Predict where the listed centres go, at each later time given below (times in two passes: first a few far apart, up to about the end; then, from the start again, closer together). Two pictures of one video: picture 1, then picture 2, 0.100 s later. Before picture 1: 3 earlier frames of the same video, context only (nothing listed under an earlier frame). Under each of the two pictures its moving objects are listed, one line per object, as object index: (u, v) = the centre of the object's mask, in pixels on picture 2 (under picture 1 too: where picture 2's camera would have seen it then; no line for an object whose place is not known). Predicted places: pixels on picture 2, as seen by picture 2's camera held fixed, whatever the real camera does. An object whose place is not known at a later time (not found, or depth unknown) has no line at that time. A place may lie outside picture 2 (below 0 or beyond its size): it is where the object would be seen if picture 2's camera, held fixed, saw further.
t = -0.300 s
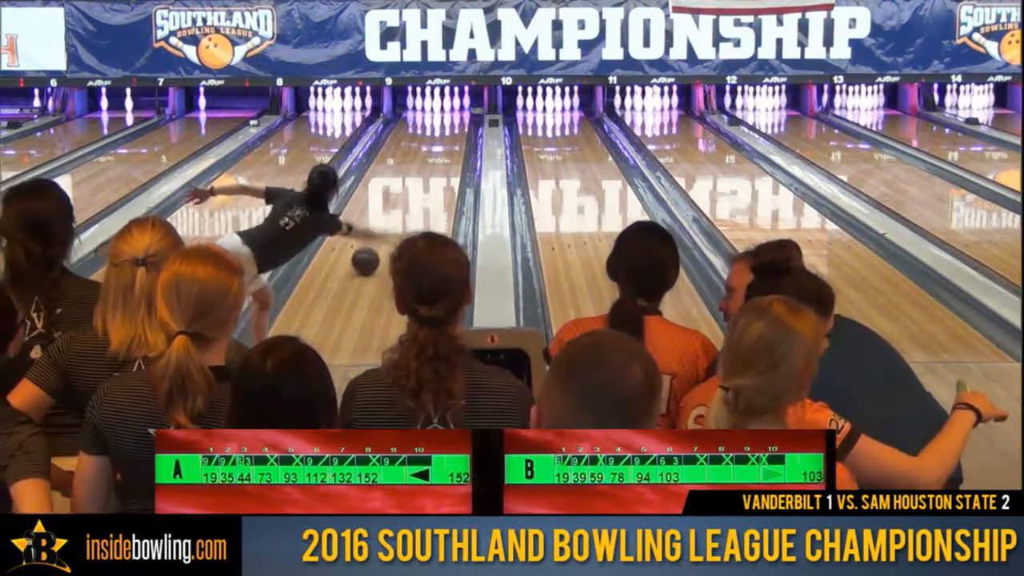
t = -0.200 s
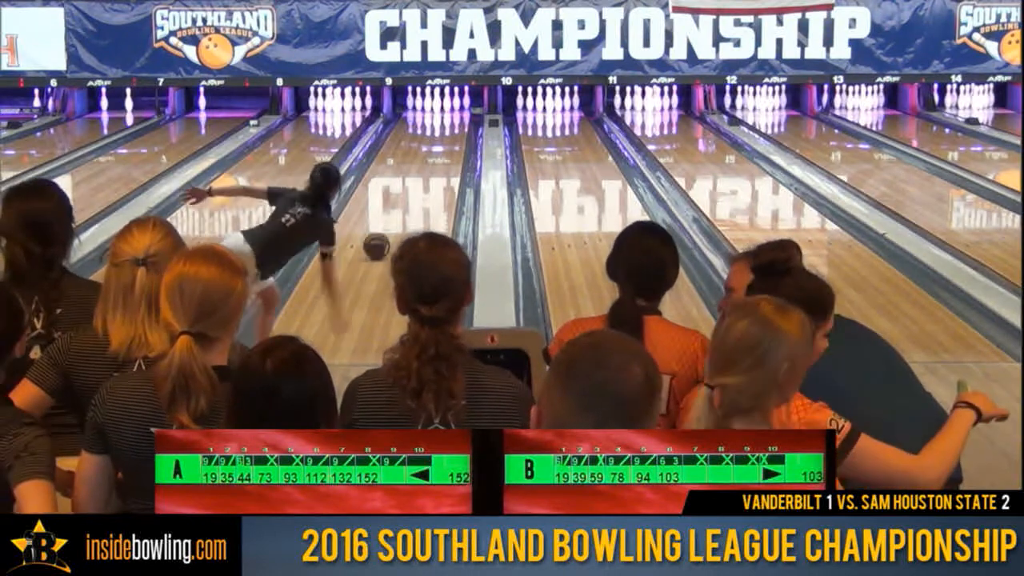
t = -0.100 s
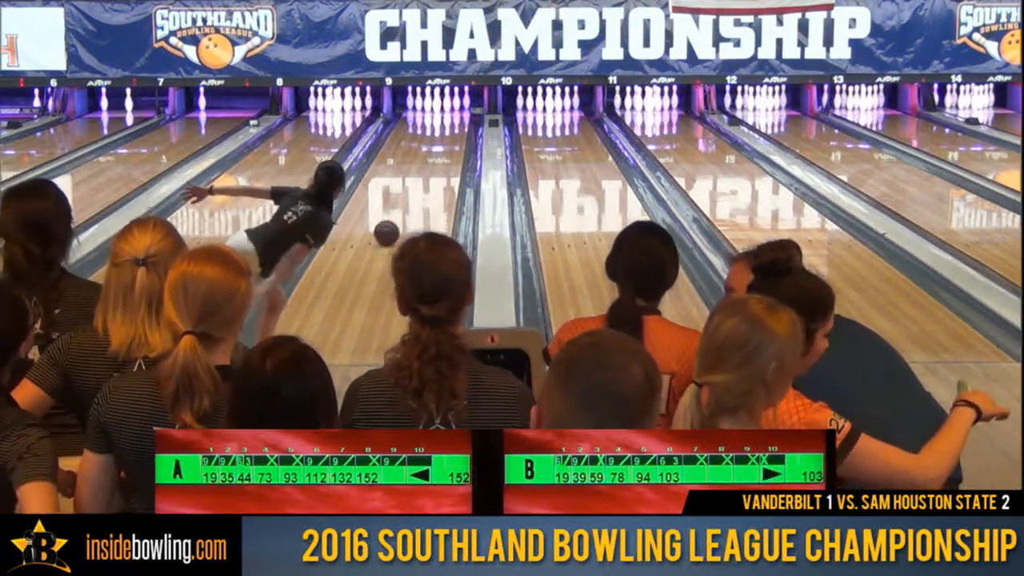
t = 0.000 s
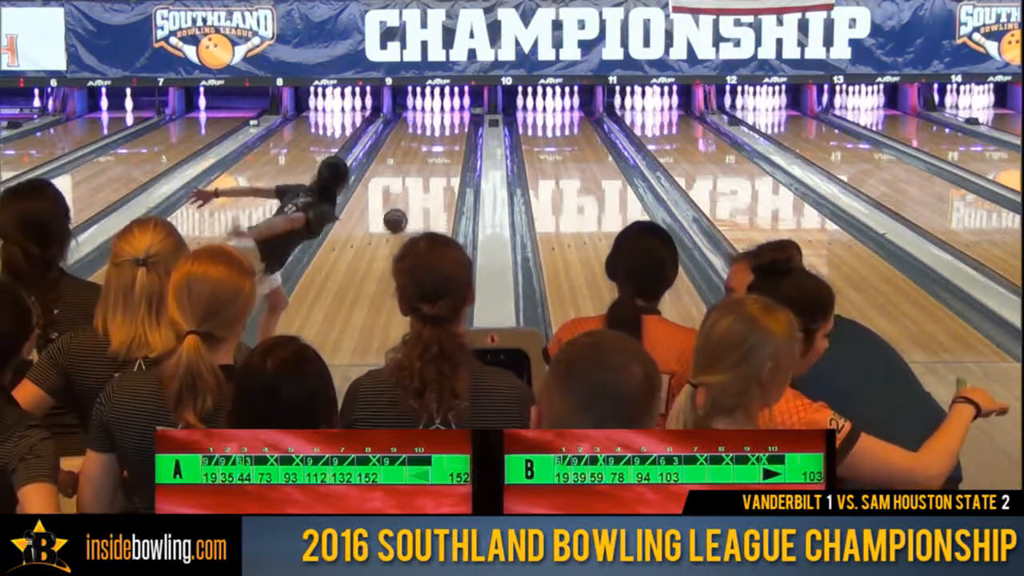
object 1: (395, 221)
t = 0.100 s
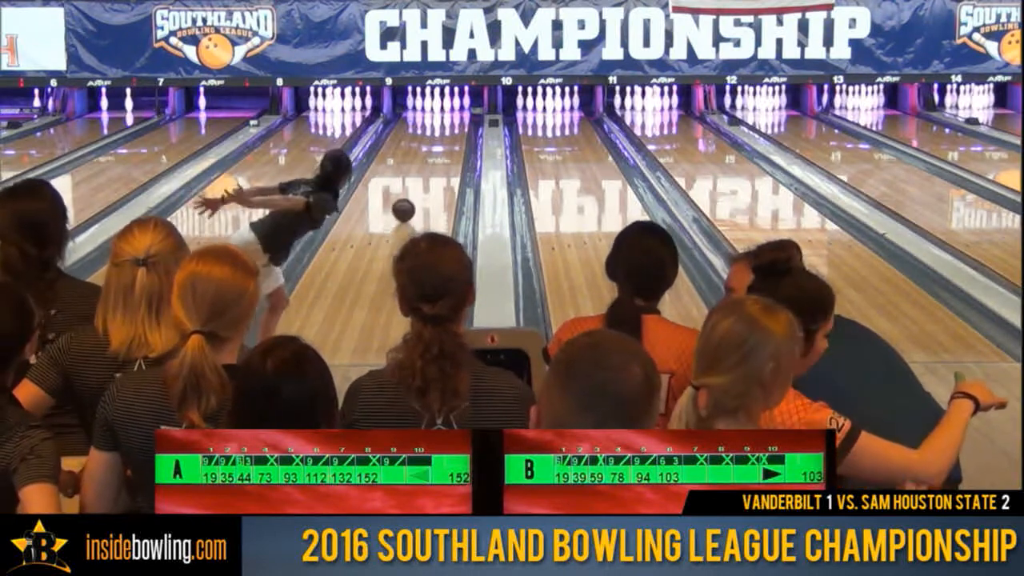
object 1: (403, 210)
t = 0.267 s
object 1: (415, 193)
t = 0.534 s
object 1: (429, 171)
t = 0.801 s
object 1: (440, 153)
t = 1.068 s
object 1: (451, 141)
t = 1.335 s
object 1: (454, 128)
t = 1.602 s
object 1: (448, 118)
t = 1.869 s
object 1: (444, 110)
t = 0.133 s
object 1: (406, 206)
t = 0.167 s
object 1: (408, 203)
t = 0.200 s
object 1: (410, 199)
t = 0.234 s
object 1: (413, 196)
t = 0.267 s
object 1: (415, 193)
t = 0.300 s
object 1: (417, 190)
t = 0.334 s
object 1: (419, 187)
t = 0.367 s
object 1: (421, 184)
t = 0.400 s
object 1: (423, 181)
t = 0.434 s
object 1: (424, 178)
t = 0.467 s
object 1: (426, 176)
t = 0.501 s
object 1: (428, 173)
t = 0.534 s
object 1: (429, 171)
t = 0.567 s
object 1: (431, 168)
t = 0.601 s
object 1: (432, 166)
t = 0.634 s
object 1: (434, 163)
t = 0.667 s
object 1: (435, 161)
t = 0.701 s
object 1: (437, 159)
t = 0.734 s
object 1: (438, 157)
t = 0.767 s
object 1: (439, 155)
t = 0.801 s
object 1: (440, 153)
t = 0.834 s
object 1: (441, 151)
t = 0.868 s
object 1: (442, 149)
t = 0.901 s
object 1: (443, 147)
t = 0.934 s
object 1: (444, 145)
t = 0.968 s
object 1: (442, 142)
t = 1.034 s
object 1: (452, 143)
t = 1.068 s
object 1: (451, 141)
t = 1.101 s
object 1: (451, 140)
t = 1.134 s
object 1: (451, 138)
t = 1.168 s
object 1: (451, 134)
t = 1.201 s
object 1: (452, 133)
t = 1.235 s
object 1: (452, 133)
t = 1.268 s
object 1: (453, 130)
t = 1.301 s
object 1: (453, 129)
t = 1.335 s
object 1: (454, 128)
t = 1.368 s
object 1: (454, 126)
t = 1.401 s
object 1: (453, 123)
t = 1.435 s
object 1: (452, 122)
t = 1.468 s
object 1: (452, 121)
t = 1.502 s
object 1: (451, 120)
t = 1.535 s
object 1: (449, 119)
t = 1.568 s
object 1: (449, 118)
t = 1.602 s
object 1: (448, 118)
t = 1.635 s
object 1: (448, 117)
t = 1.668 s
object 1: (447, 115)
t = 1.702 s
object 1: (447, 114)
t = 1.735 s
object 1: (446, 114)
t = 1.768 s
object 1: (446, 113)
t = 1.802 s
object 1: (445, 112)
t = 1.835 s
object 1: (445, 111)
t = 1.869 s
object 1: (444, 110)
